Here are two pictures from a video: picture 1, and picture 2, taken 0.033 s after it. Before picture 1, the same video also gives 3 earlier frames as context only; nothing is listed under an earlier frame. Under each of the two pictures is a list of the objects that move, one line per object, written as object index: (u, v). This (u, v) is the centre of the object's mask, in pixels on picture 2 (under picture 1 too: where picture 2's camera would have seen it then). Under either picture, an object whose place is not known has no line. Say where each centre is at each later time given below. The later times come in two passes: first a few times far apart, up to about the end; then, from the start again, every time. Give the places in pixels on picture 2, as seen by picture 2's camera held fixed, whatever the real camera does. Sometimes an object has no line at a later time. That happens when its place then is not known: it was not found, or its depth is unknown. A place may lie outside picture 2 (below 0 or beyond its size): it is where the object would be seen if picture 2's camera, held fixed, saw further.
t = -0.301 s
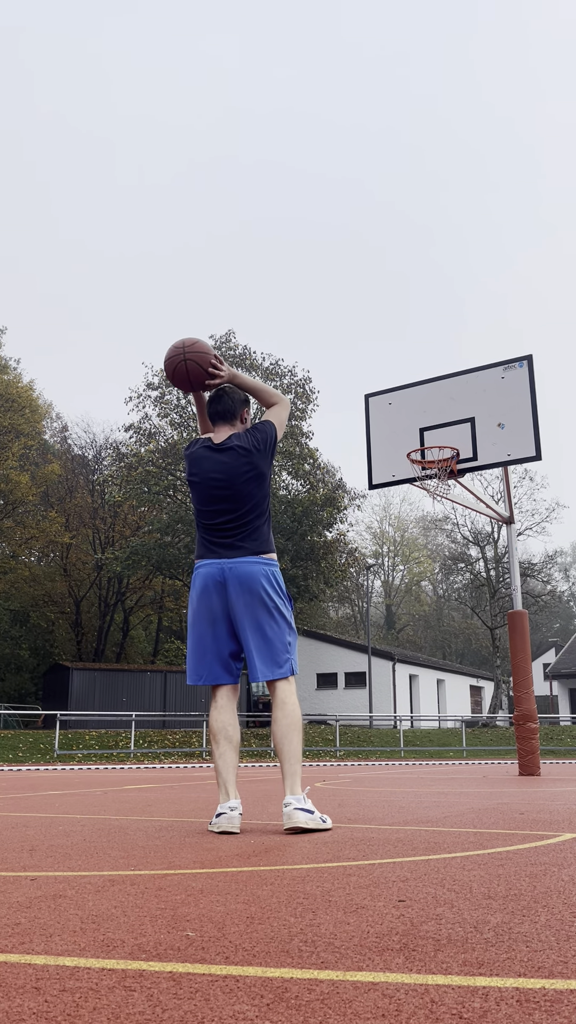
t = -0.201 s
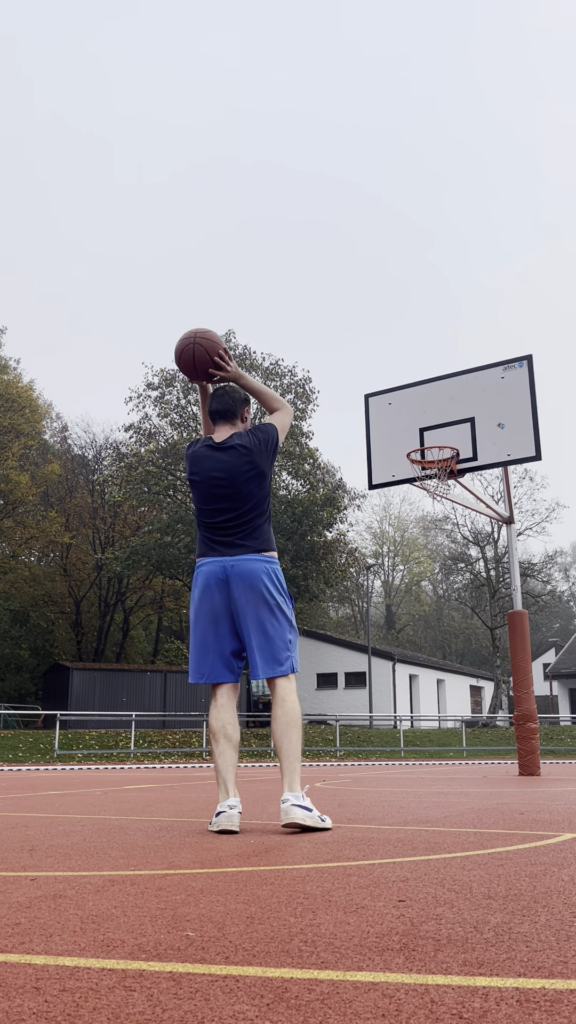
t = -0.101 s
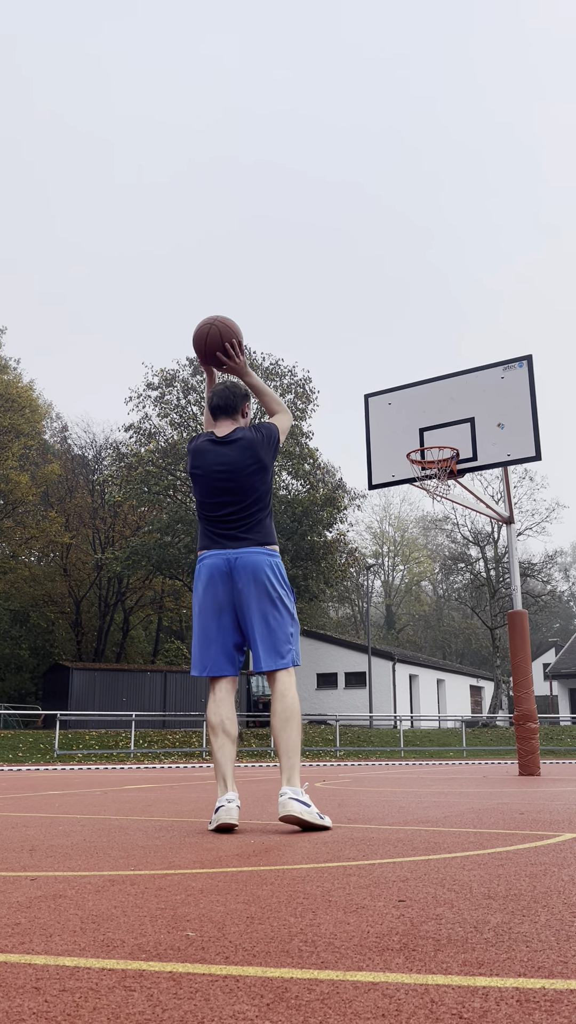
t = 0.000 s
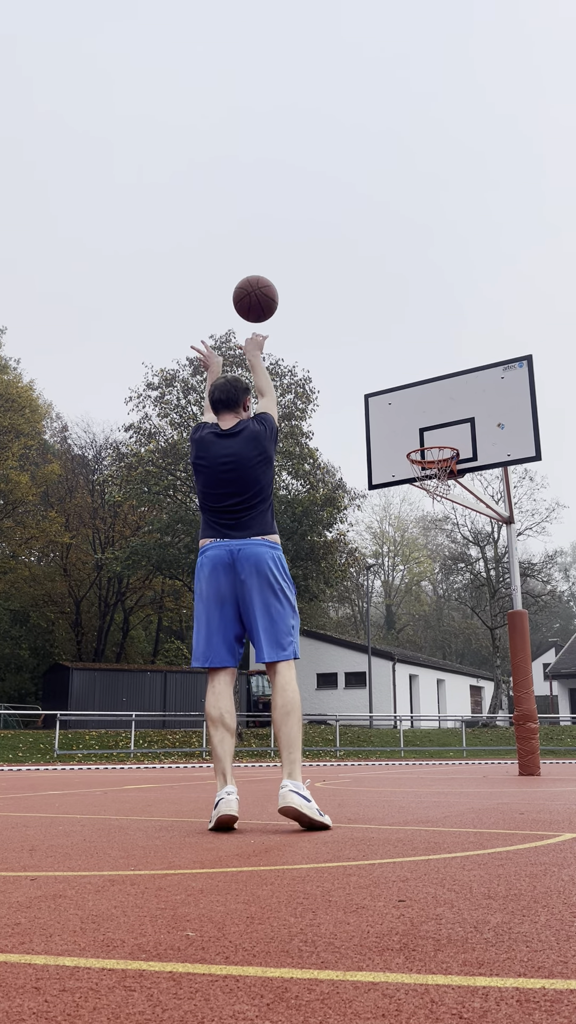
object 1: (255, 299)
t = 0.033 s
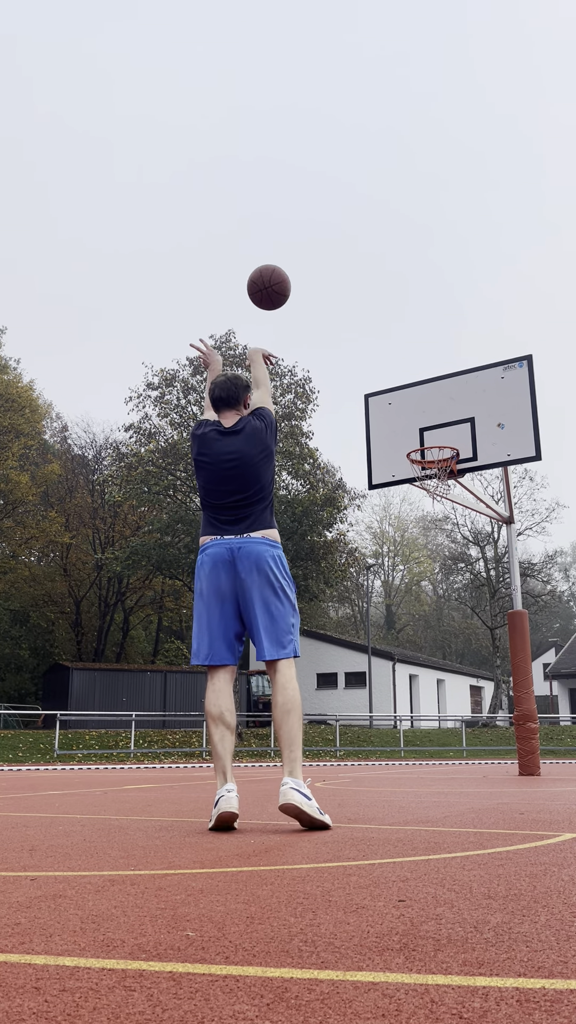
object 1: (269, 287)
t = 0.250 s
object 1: (335, 266)
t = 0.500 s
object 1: (385, 314)
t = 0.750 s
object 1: (423, 409)
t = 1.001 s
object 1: (428, 484)
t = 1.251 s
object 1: (416, 514)
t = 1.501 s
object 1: (407, 613)
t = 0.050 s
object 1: (275, 282)
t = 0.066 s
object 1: (281, 278)
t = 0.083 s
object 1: (287, 275)
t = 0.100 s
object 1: (293, 272)
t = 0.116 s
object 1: (298, 269)
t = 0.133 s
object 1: (303, 268)
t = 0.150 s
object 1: (308, 266)
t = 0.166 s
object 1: (313, 265)
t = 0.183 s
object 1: (318, 265)
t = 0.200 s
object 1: (322, 265)
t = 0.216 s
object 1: (326, 265)
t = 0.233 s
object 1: (331, 265)
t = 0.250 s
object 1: (335, 266)
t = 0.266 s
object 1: (339, 268)
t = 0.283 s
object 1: (343, 269)
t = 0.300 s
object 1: (346, 271)
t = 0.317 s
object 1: (350, 273)
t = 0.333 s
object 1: (354, 276)
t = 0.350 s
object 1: (357, 279)
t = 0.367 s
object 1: (360, 282)
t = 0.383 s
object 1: (364, 285)
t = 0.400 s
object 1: (367, 288)
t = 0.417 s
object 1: (370, 292)
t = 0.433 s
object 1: (374, 296)
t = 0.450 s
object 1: (377, 300)
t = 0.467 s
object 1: (380, 304)
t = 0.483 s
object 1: (382, 309)
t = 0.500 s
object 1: (385, 314)
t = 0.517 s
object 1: (388, 319)
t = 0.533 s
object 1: (391, 324)
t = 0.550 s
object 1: (394, 329)
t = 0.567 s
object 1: (396, 335)
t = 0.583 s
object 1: (399, 341)
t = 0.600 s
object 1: (401, 347)
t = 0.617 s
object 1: (404, 353)
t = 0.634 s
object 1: (406, 359)
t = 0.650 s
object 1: (409, 366)
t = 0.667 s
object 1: (411, 373)
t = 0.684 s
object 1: (414, 380)
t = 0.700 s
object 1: (416, 387)
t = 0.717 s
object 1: (418, 394)
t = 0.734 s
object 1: (421, 401)
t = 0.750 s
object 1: (423, 409)
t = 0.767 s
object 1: (425, 416)
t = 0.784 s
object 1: (427, 424)
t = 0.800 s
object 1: (430, 432)
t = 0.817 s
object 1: (432, 439)
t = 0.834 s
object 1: (434, 448)
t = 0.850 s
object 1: (436, 456)
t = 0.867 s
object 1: (437, 463)
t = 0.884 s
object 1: (438, 471)
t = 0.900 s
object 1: (438, 477)
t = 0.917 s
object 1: (436, 481)
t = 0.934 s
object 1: (435, 483)
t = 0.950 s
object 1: (434, 484)
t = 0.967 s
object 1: (432, 484)
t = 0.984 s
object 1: (430, 484)
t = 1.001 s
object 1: (428, 484)
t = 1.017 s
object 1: (426, 484)
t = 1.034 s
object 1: (425, 485)
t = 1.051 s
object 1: (424, 487)
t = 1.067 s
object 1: (424, 490)
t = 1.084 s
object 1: (423, 490)
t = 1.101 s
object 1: (422, 491)
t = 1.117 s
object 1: (421, 491)
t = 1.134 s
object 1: (421, 493)
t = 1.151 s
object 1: (420, 495)
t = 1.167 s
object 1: (419, 497)
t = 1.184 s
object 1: (419, 500)
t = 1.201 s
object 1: (418, 503)
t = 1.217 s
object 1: (417, 506)
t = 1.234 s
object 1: (417, 510)
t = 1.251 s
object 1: (416, 514)
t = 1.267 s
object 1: (415, 518)
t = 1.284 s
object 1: (414, 523)
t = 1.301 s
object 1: (414, 527)
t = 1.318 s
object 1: (413, 533)
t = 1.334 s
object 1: (413, 538)
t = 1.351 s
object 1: (412, 544)
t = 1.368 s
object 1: (412, 550)
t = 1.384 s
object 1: (411, 557)
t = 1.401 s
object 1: (410, 564)
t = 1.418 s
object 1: (410, 571)
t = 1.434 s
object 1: (409, 578)
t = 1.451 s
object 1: (409, 587)
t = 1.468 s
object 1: (408, 595)
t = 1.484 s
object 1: (408, 604)
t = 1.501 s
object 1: (407, 613)
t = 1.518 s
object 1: (407, 623)
